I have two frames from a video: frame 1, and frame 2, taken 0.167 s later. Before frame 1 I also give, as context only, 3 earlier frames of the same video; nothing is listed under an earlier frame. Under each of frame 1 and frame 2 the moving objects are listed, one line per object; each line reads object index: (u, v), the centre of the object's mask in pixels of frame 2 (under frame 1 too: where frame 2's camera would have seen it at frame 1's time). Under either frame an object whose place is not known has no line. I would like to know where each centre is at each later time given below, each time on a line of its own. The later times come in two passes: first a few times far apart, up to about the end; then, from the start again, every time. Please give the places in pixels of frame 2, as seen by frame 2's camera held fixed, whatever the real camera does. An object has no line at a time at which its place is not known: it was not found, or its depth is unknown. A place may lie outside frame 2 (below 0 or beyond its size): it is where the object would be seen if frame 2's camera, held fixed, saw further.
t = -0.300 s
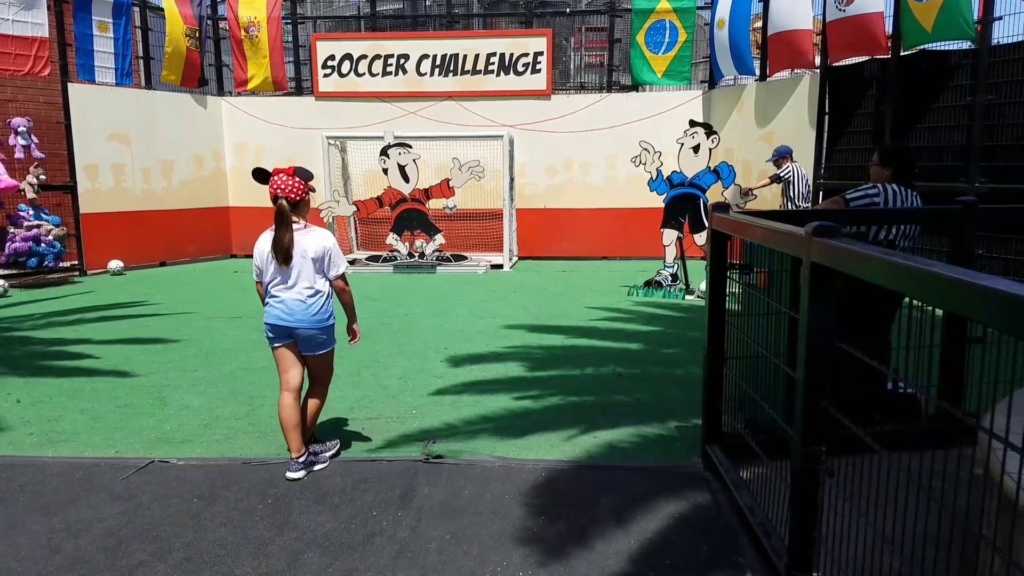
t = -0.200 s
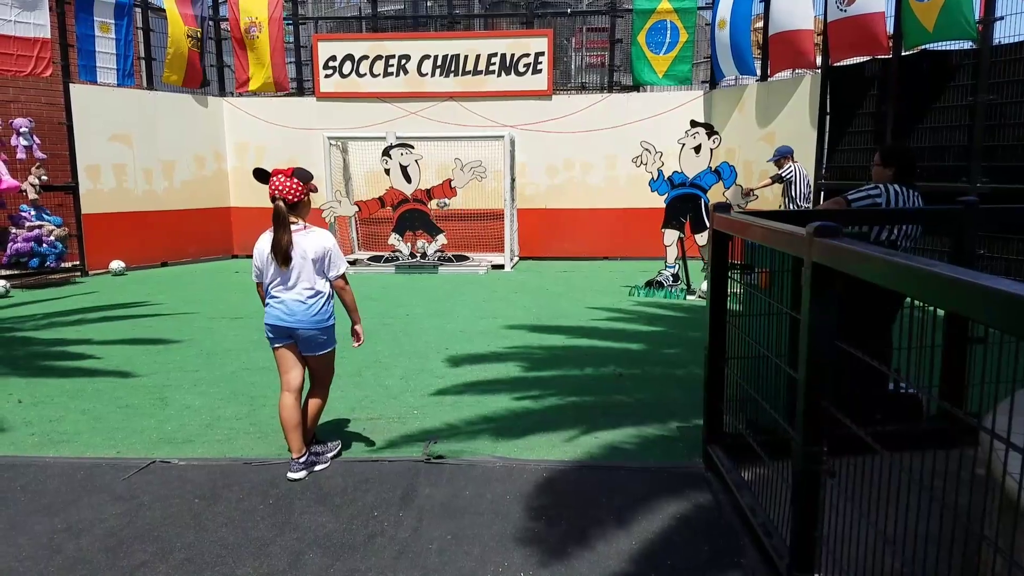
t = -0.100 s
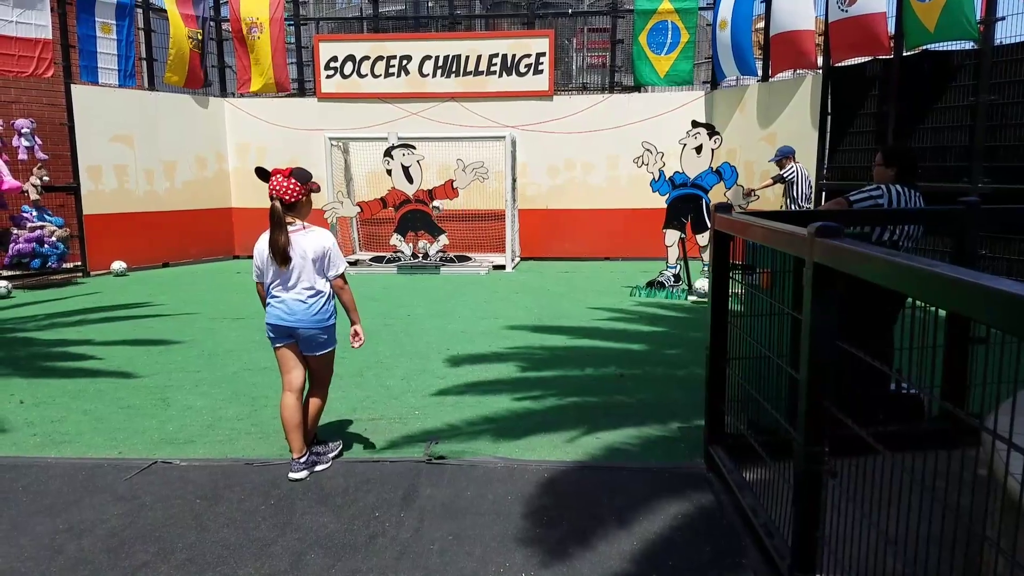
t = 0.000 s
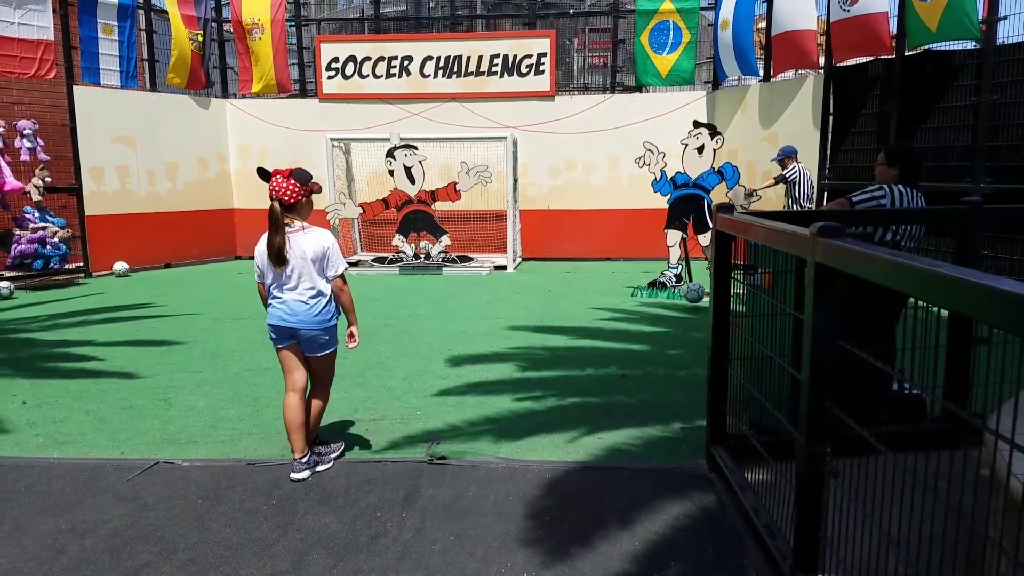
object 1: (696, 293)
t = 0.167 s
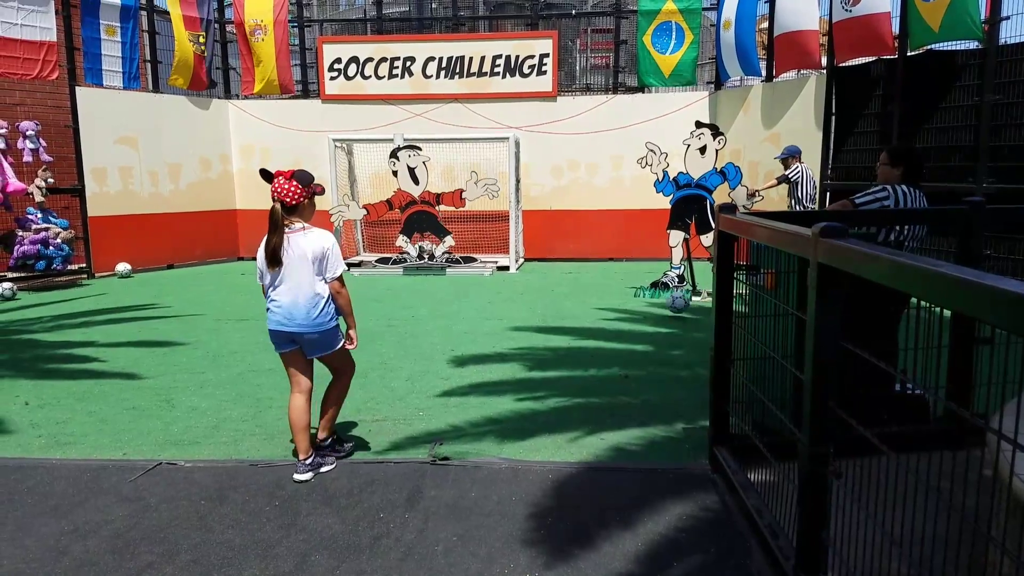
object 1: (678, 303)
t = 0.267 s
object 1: (667, 308)
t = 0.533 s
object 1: (635, 329)
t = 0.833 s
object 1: (592, 350)
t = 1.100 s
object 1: (547, 374)
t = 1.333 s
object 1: (499, 401)
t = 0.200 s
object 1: (674, 303)
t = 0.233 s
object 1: (670, 305)
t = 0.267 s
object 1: (667, 308)
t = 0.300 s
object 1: (663, 313)
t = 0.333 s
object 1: (658, 318)
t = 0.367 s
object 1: (655, 317)
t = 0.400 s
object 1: (651, 317)
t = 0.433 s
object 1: (647, 319)
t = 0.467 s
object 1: (643, 323)
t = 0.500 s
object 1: (639, 326)
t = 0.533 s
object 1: (635, 329)
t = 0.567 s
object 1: (630, 329)
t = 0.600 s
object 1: (625, 330)
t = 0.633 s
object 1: (621, 332)
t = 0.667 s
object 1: (616, 338)
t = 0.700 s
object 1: (611, 340)
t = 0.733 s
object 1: (607, 341)
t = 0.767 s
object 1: (602, 344)
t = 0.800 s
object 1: (597, 347)
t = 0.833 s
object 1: (592, 350)
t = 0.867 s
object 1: (587, 353)
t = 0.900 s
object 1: (581, 355)
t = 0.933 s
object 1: (575, 358)
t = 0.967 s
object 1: (569, 362)
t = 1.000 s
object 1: (564, 364)
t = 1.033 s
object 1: (558, 367)
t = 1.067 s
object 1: (553, 372)
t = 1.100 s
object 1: (547, 374)
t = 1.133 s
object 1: (540, 377)
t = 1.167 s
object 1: (533, 382)
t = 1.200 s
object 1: (527, 386)
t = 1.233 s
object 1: (520, 388)
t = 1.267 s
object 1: (513, 393)
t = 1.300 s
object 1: (506, 397)
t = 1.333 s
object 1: (499, 401)
